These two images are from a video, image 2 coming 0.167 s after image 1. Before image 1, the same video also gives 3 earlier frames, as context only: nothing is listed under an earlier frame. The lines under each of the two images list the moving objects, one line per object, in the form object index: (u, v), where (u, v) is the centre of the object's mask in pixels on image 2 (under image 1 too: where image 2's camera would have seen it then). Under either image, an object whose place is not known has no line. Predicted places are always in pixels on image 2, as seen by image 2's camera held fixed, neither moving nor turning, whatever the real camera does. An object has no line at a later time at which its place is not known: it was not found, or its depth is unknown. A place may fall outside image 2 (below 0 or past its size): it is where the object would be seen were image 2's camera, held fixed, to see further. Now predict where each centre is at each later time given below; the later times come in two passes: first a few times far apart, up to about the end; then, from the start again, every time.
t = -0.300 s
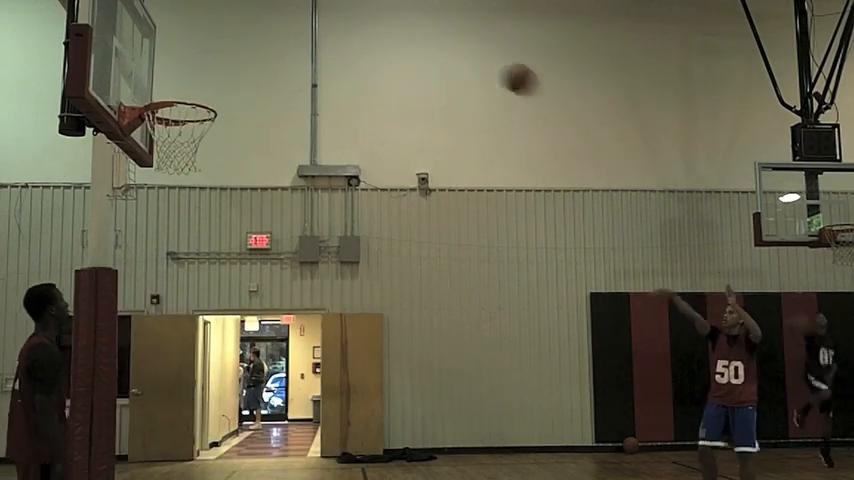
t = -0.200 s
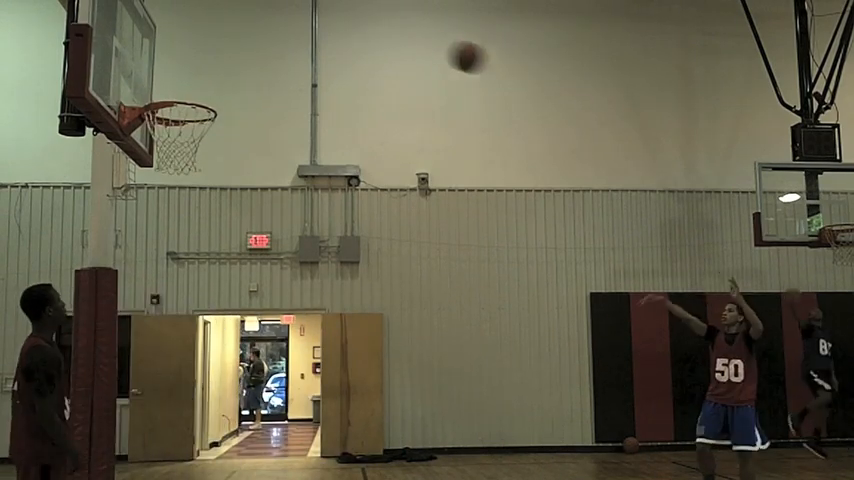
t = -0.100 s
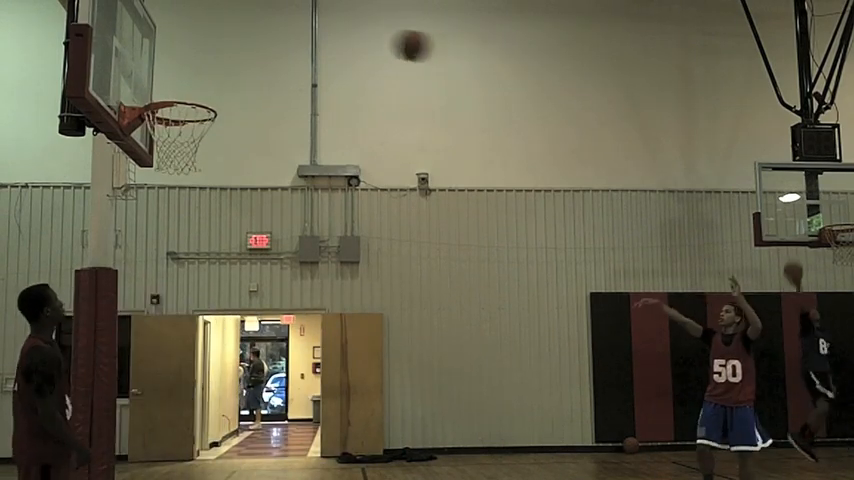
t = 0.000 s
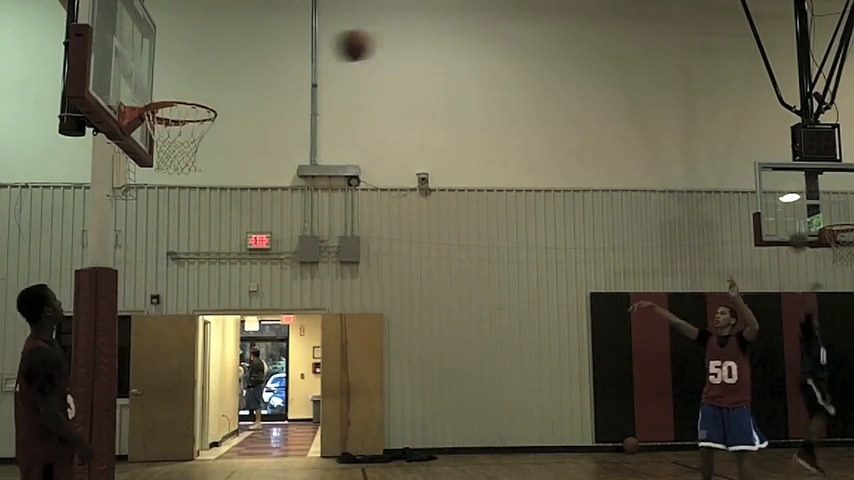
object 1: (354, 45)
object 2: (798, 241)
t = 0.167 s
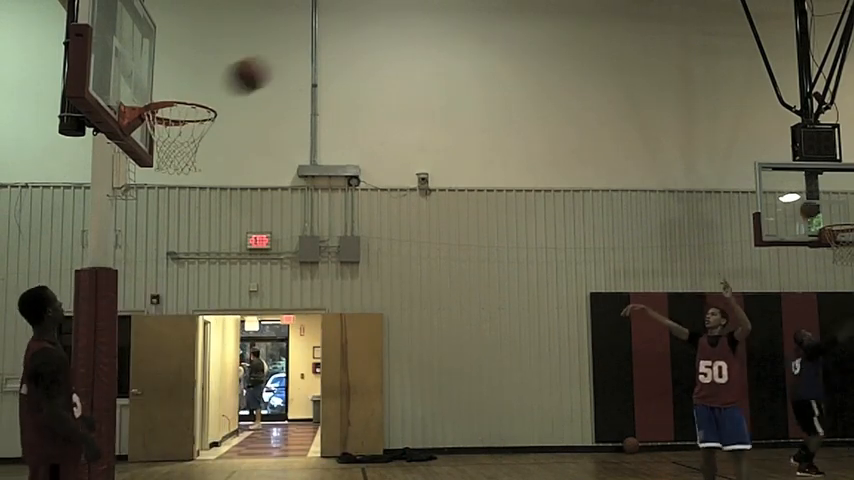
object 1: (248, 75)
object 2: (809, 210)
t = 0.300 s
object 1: (169, 107)
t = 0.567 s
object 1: (198, 132)
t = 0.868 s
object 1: (152, 170)
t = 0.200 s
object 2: (812, 207)
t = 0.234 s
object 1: (204, 95)
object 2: (813, 203)
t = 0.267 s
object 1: (185, 101)
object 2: (817, 204)
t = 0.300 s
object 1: (169, 107)
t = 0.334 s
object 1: (166, 111)
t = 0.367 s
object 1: (166, 115)
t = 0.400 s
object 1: (182, 120)
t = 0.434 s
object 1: (193, 122)
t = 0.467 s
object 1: (196, 124)
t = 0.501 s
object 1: (198, 128)
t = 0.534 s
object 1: (199, 130)
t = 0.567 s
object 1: (198, 132)
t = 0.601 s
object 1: (193, 132)
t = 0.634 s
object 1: (189, 132)
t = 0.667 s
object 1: (183, 133)
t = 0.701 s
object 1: (177, 135)
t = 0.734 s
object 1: (173, 141)
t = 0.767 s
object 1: (167, 144)
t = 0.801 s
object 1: (162, 149)
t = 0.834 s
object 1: (157, 161)
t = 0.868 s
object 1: (152, 170)
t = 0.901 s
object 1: (147, 182)
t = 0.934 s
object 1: (142, 195)
